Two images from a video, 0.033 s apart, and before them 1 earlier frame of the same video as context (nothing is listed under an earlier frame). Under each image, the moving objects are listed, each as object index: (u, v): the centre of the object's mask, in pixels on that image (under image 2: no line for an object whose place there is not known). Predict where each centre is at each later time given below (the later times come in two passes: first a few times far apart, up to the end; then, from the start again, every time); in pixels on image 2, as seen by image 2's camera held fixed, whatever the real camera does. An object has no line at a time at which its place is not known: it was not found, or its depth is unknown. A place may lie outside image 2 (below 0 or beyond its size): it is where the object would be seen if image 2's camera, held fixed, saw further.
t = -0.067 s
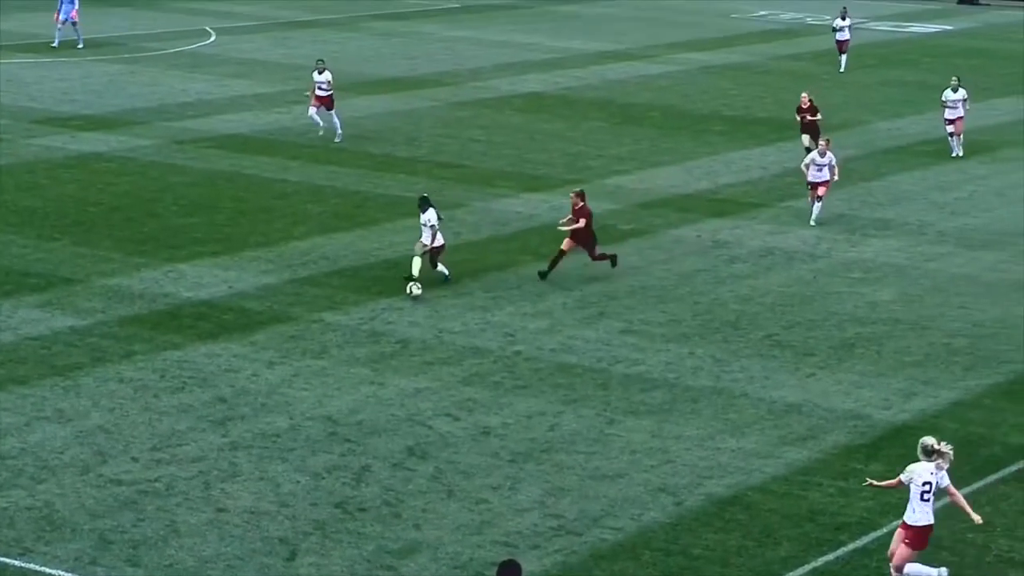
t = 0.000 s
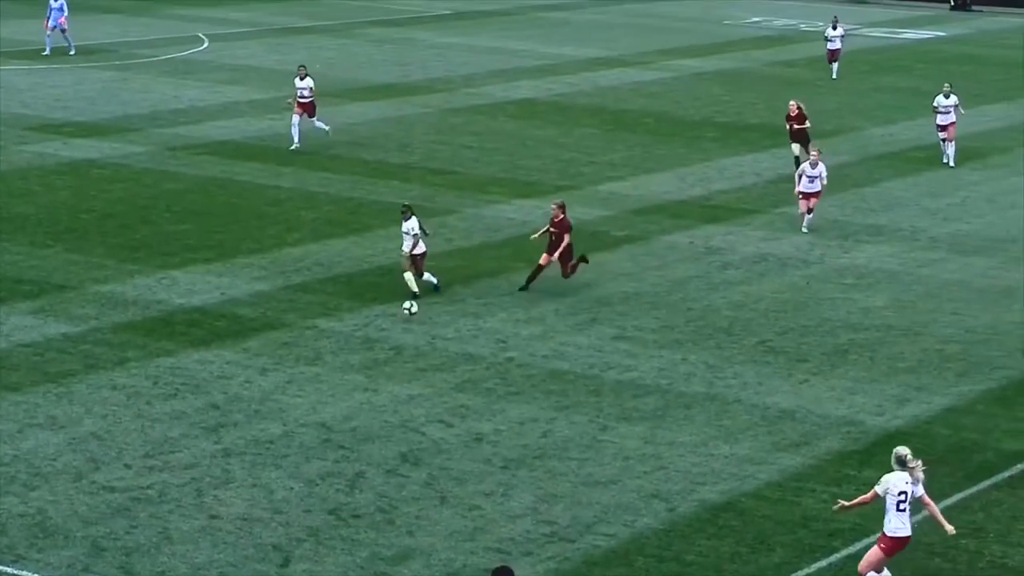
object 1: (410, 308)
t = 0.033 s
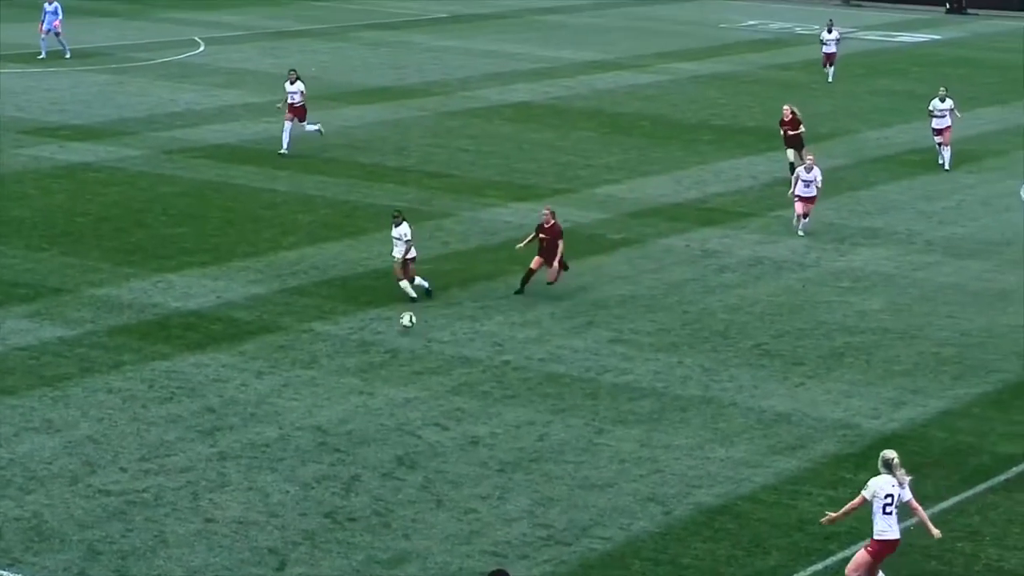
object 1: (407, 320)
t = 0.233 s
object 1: (421, 362)
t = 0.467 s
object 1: (439, 415)
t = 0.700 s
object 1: (456, 463)
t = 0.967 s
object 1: (470, 515)
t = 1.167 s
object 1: (479, 555)
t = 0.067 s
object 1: (409, 329)
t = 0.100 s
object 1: (411, 340)
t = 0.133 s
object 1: (414, 345)
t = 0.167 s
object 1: (416, 350)
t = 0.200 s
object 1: (418, 355)
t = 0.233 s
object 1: (421, 362)
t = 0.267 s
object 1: (423, 370)
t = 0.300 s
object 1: (426, 381)
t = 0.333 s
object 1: (429, 390)
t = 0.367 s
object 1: (431, 395)
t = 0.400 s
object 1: (434, 400)
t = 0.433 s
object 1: (437, 407)
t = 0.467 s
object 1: (439, 415)
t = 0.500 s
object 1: (442, 424)
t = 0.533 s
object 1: (445, 431)
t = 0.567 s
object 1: (447, 435)
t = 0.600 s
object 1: (449, 442)
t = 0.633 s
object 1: (451, 449)
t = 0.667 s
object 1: (454, 457)
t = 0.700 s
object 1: (456, 463)
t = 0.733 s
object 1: (458, 468)
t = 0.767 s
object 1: (459, 474)
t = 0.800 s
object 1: (461, 481)
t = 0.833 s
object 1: (462, 490)
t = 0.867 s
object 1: (464, 495)
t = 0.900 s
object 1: (466, 501)
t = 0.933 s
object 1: (468, 507)
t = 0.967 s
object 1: (470, 515)
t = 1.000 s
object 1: (471, 522)
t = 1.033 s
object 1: (473, 528)
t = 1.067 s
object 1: (475, 534)
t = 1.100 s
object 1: (476, 540)
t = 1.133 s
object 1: (478, 548)
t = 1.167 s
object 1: (479, 555)
